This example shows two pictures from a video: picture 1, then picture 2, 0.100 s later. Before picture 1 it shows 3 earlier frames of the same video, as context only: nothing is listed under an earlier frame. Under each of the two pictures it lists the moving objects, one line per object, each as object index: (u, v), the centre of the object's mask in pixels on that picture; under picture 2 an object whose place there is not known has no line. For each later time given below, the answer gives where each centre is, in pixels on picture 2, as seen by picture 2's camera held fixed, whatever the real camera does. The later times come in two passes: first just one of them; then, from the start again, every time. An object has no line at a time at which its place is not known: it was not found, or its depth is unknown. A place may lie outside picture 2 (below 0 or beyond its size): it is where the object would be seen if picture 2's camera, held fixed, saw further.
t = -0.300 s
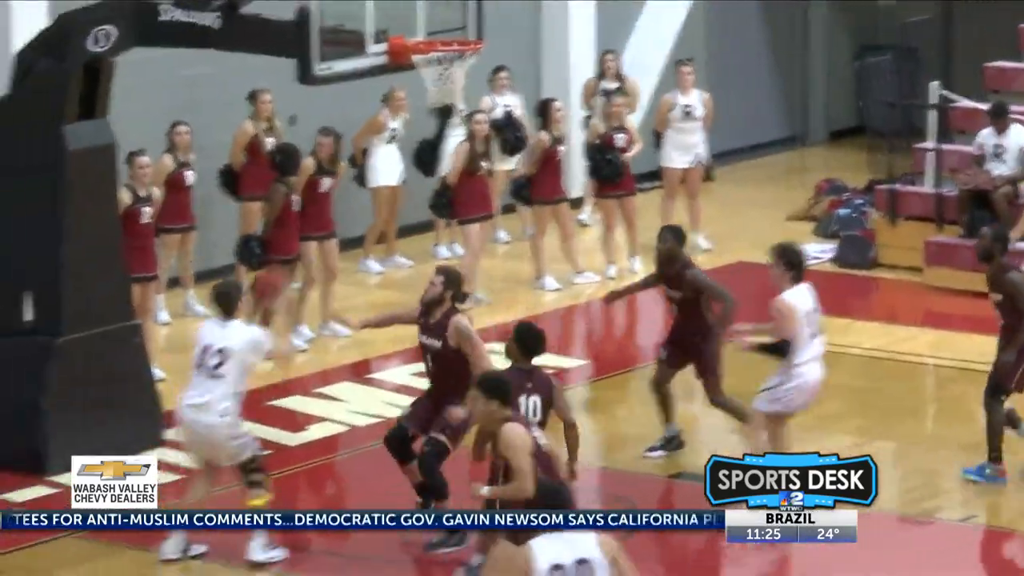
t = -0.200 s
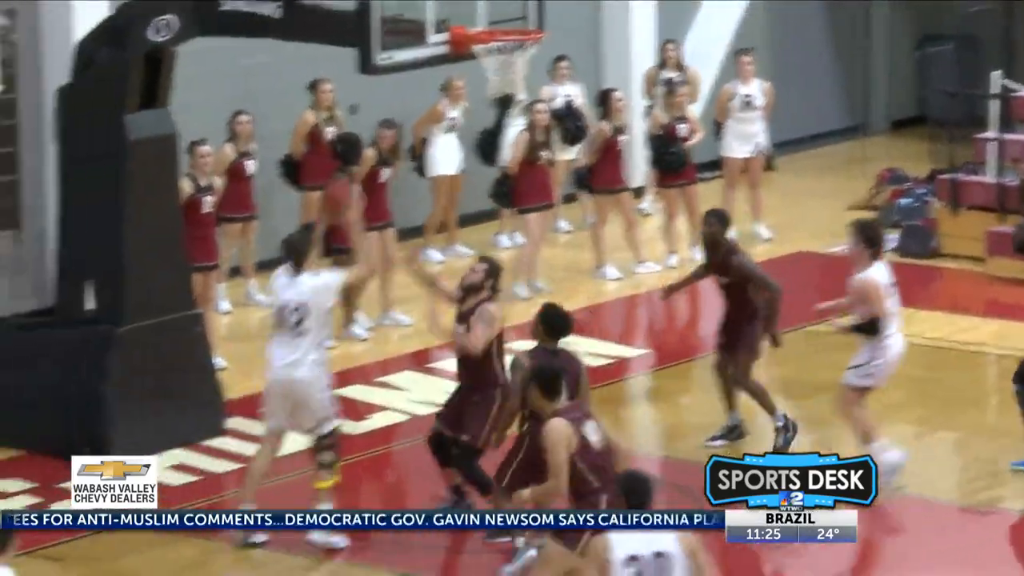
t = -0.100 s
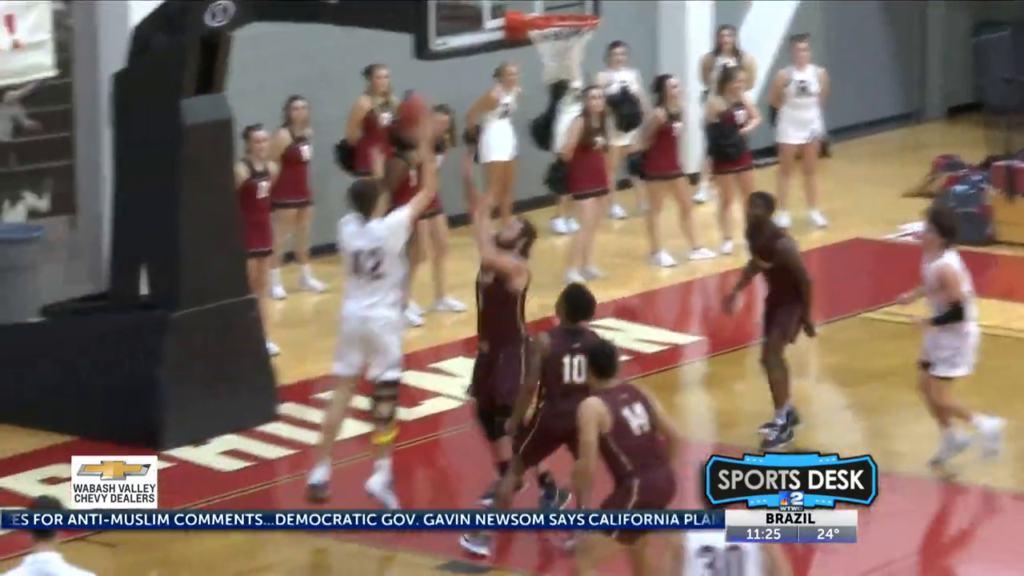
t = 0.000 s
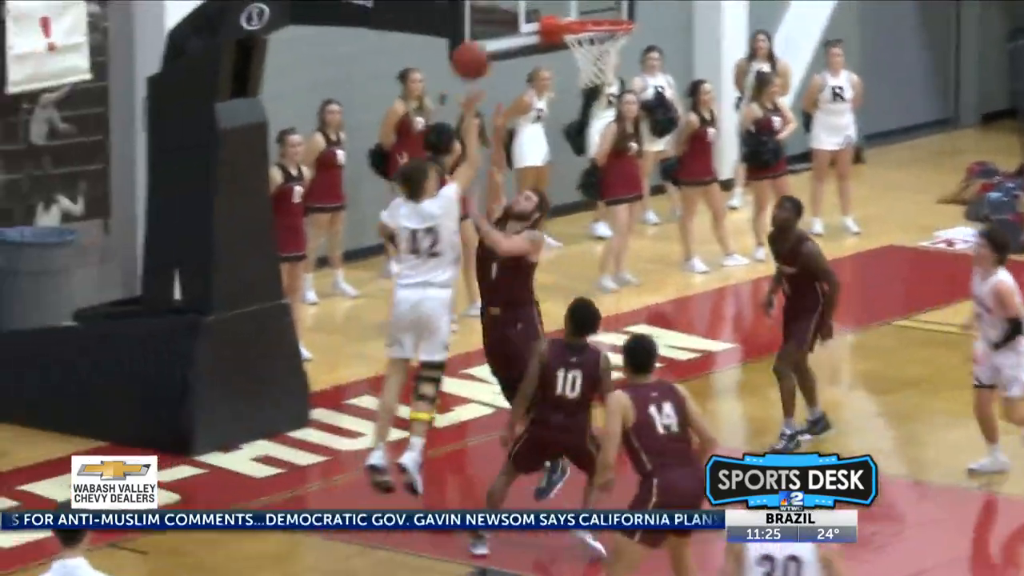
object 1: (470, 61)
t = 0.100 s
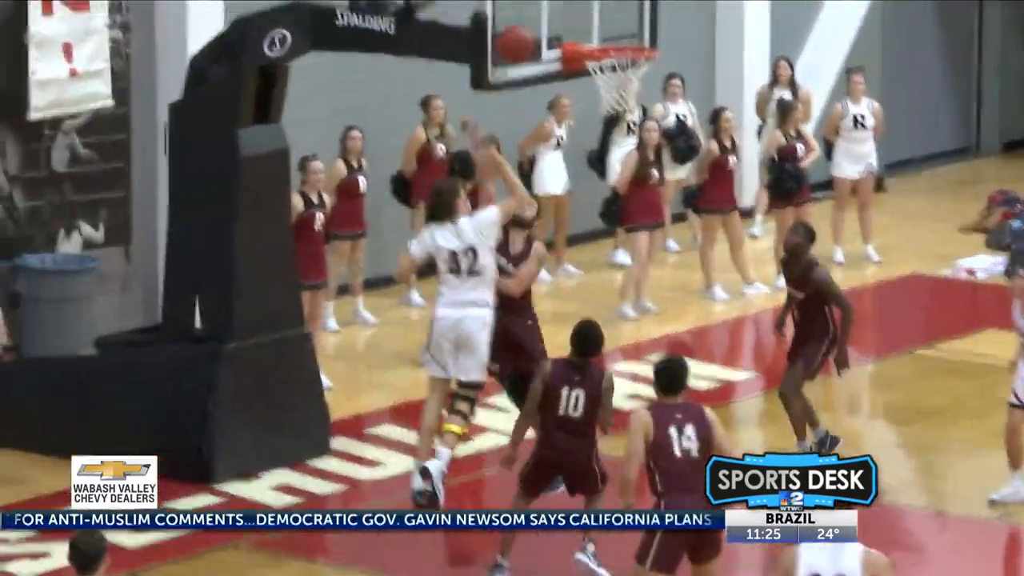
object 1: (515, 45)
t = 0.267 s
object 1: (551, 6)
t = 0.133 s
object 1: (522, 36)
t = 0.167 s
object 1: (529, 25)
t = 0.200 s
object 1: (536, 17)
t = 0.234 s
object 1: (543, 11)
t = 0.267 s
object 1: (551, 6)
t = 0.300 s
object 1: (559, 4)
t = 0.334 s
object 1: (567, 4)
